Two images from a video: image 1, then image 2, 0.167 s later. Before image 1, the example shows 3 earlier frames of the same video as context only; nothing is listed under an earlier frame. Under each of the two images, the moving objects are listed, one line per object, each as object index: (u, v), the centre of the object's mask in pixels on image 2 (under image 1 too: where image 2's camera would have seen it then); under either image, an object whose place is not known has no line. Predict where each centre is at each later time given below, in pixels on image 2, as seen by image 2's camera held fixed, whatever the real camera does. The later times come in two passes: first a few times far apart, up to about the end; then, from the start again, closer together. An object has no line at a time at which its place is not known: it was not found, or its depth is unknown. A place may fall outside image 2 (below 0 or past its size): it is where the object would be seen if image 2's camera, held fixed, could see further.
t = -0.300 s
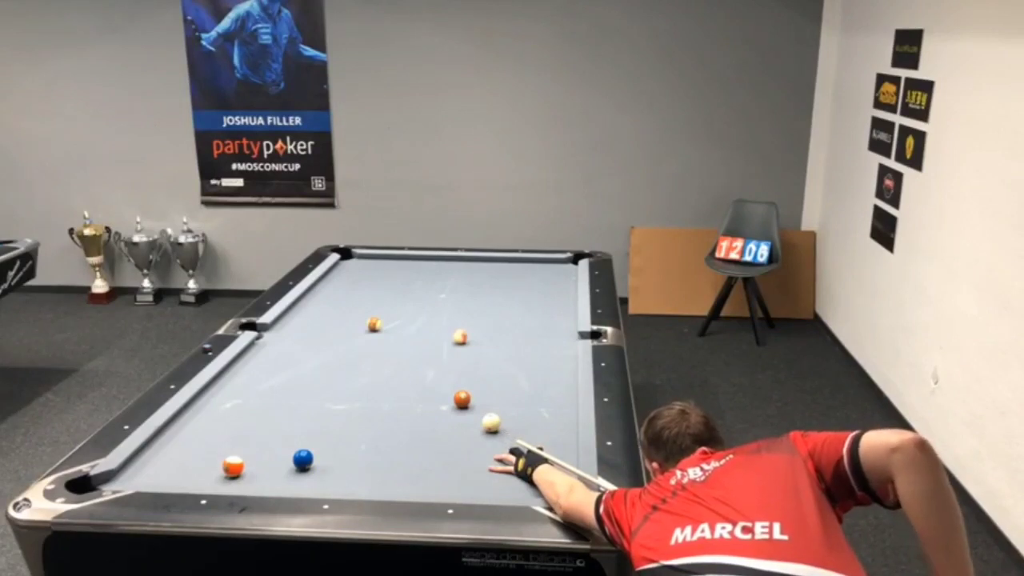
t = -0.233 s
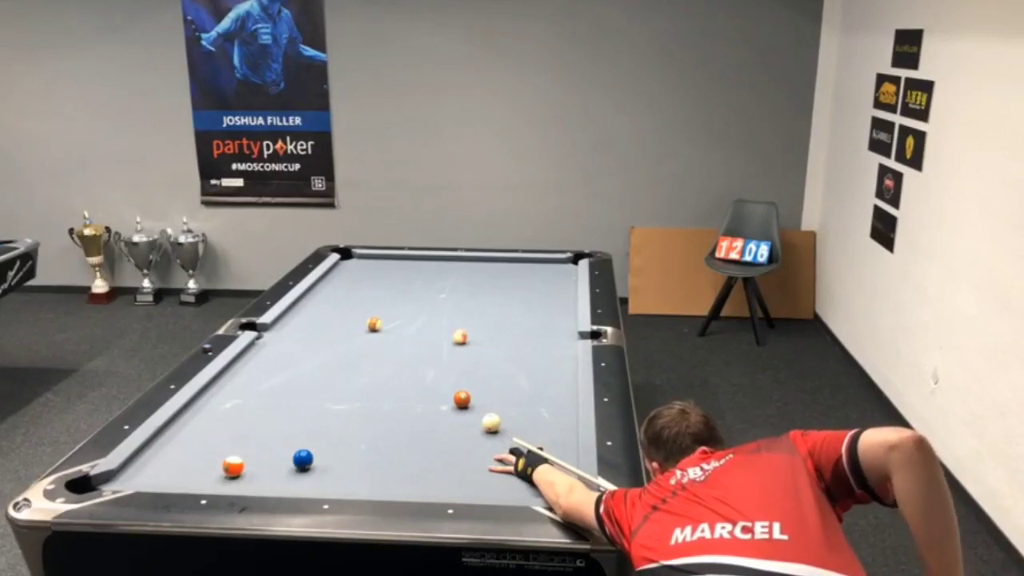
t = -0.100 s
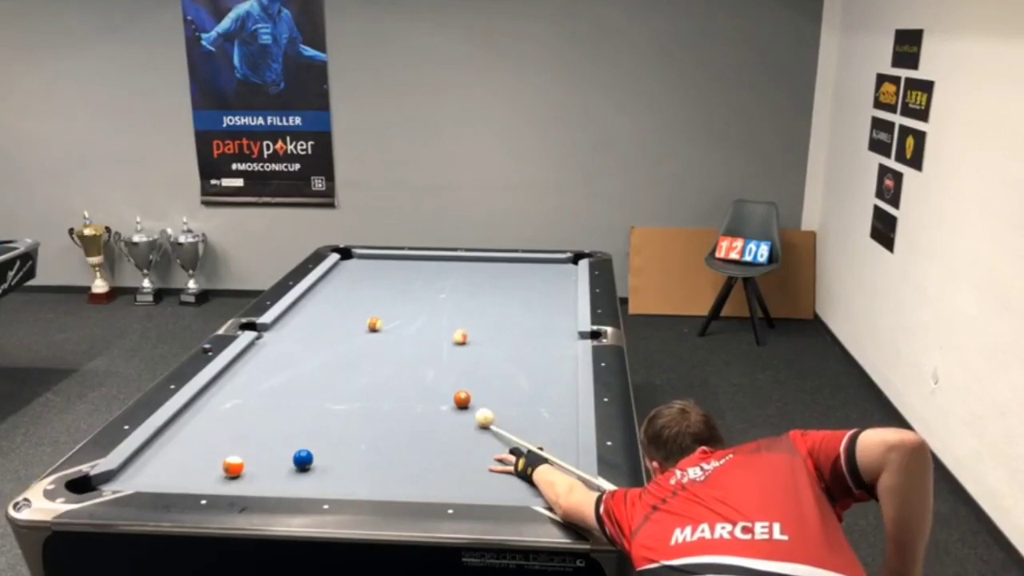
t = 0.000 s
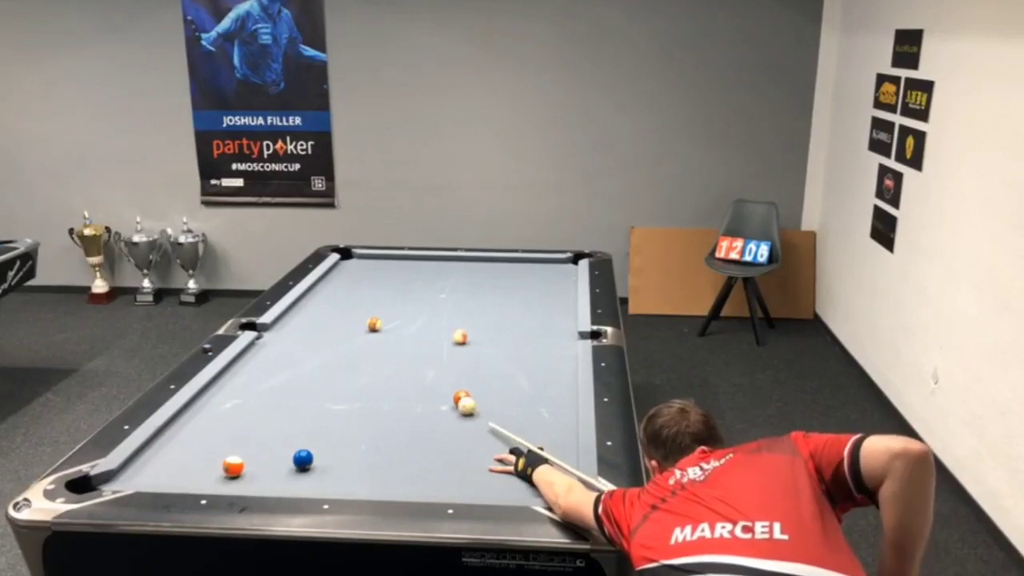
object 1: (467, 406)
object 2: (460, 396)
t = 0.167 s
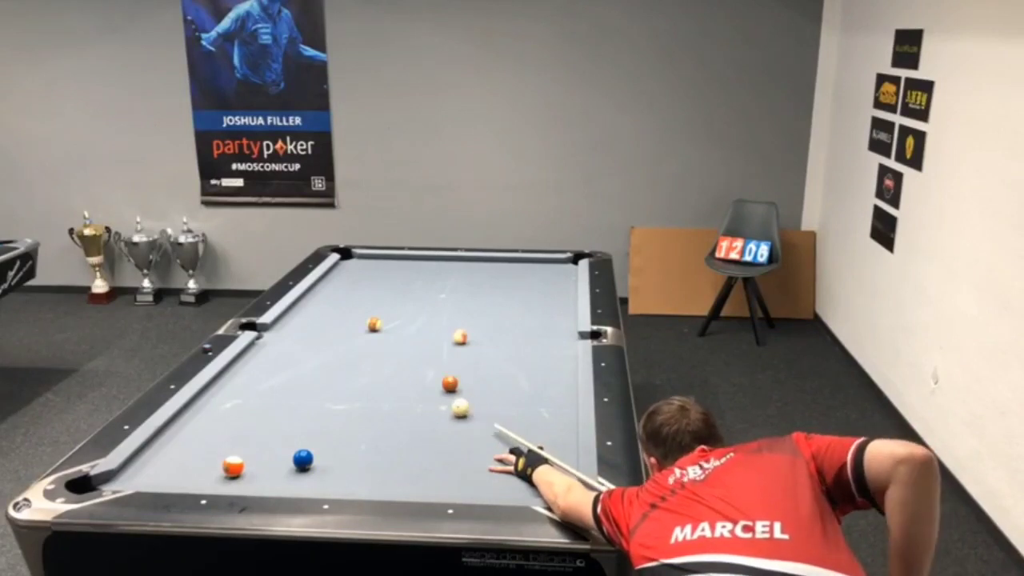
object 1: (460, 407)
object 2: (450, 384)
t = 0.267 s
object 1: (457, 409)
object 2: (444, 376)
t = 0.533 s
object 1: (449, 411)
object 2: (429, 357)
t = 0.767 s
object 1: (442, 414)
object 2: (418, 343)
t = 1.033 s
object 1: (437, 415)
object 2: (407, 328)
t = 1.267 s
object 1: (432, 417)
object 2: (398, 317)
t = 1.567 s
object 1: (428, 418)
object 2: (389, 304)
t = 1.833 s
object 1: (426, 419)
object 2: (381, 294)
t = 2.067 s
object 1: (425, 419)
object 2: (374, 286)
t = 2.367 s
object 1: (425, 419)
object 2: (367, 277)
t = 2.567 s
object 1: (426, 419)
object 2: (362, 271)
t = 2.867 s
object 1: (425, 419)
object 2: (356, 263)
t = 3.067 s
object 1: (425, 419)
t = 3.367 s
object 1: (425, 419)
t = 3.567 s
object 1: (425, 419)
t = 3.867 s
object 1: (425, 419)
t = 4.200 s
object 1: (425, 419)
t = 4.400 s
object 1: (425, 419)
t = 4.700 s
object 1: (425, 419)
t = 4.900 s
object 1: (425, 419)
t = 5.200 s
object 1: (425, 419)
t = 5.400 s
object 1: (425, 419)
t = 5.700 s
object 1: (425, 419)
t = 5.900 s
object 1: (425, 419)
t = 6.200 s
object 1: (425, 419)
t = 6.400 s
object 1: (425, 419)
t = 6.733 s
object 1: (425, 419)
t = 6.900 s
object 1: (425, 419)
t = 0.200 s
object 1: (459, 408)
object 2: (447, 381)
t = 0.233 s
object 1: (458, 408)
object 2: (445, 378)
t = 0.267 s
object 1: (457, 409)
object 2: (444, 376)
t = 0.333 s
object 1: (455, 409)
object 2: (440, 371)
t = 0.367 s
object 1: (454, 410)
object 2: (438, 368)
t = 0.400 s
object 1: (453, 410)
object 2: (436, 366)
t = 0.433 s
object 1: (451, 411)
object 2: (435, 364)
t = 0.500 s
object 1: (449, 411)
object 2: (431, 359)
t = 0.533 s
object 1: (449, 411)
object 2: (429, 357)
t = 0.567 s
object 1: (448, 411)
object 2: (428, 355)
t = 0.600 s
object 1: (447, 412)
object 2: (426, 353)
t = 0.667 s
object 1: (445, 413)
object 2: (423, 349)
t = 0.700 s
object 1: (444, 413)
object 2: (421, 347)
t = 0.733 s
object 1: (443, 413)
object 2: (420, 345)
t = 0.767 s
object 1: (442, 414)
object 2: (418, 343)
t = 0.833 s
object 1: (441, 414)
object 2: (416, 339)
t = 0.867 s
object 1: (440, 414)
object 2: (414, 337)
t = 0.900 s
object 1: (439, 415)
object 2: (412, 335)
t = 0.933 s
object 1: (439, 415)
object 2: (411, 333)
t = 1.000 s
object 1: (438, 415)
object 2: (409, 330)
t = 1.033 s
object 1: (437, 415)
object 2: (407, 328)
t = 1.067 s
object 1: (436, 416)
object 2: (406, 327)
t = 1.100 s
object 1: (435, 416)
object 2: (405, 325)
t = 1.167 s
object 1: (435, 417)
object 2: (402, 322)
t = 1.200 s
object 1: (434, 417)
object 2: (401, 320)
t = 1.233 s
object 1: (433, 417)
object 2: (400, 319)
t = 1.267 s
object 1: (432, 417)
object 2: (398, 317)
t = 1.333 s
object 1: (431, 417)
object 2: (396, 314)
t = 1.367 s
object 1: (431, 417)
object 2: (395, 312)
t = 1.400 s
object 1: (430, 418)
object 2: (394, 311)
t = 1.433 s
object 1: (430, 418)
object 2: (393, 310)
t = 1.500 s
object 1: (429, 418)
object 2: (390, 307)
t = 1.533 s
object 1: (429, 418)
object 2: (389, 306)
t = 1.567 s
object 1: (428, 418)
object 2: (389, 304)
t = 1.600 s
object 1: (428, 418)
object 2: (388, 303)
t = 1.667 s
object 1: (428, 419)
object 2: (385, 300)
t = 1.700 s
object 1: (427, 419)
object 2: (384, 299)
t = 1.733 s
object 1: (427, 419)
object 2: (383, 297)
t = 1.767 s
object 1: (427, 419)
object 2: (383, 296)
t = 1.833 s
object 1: (426, 419)
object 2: (381, 294)
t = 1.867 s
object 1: (426, 419)
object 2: (379, 292)
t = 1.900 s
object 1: (426, 419)
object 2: (379, 292)
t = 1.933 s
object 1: (426, 419)
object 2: (378, 291)
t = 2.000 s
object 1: (425, 419)
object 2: (376, 288)
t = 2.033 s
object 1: (425, 419)
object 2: (375, 287)
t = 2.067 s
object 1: (425, 419)
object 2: (374, 286)
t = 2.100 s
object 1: (425, 419)
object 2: (373, 285)
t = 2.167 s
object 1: (425, 419)
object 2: (371, 282)
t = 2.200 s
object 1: (425, 419)
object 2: (371, 281)
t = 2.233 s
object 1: (425, 419)
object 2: (370, 280)
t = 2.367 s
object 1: (425, 419)
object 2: (367, 277)
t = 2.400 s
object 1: (425, 419)
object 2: (366, 276)
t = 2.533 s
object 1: (425, 419)
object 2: (363, 272)
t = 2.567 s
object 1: (426, 419)
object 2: (362, 271)
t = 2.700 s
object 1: (426, 419)
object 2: (359, 267)
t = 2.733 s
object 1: (426, 419)
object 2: (359, 267)
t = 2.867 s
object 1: (425, 419)
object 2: (356, 263)
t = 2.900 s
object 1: (425, 419)
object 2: (355, 262)
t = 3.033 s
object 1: (425, 419)
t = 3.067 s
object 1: (425, 419)
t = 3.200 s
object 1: (425, 419)
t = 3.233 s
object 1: (425, 419)
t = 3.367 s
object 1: (425, 419)
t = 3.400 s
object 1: (425, 419)
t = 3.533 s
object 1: (425, 419)
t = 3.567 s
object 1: (425, 419)
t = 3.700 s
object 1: (425, 419)
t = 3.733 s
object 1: (425, 419)
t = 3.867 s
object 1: (425, 419)
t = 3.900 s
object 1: (425, 419)
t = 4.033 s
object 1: (425, 419)
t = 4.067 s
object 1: (425, 419)
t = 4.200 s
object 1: (425, 419)
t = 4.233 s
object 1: (425, 419)
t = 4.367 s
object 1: (425, 419)
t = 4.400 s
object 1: (425, 419)
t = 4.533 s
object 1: (425, 419)
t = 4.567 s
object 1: (425, 419)
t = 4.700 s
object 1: (425, 419)
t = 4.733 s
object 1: (425, 419)
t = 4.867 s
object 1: (425, 419)
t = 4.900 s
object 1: (425, 419)
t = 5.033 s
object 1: (425, 419)
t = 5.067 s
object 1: (425, 419)
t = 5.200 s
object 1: (425, 419)
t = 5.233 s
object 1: (425, 419)
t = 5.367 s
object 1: (425, 419)
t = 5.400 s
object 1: (425, 419)
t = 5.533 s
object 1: (425, 419)
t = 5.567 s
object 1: (425, 419)
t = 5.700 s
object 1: (425, 419)
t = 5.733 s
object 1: (425, 419)
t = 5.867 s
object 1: (425, 419)
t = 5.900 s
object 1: (425, 419)
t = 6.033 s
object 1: (425, 419)
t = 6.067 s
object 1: (425, 419)
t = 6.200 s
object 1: (425, 419)
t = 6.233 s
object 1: (425, 419)
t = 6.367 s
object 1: (425, 419)
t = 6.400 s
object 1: (425, 419)
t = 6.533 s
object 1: (425, 419)
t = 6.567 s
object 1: (425, 419)
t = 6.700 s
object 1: (425, 419)
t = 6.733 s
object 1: (425, 419)
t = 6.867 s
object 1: (425, 419)
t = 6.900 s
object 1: (425, 419)
